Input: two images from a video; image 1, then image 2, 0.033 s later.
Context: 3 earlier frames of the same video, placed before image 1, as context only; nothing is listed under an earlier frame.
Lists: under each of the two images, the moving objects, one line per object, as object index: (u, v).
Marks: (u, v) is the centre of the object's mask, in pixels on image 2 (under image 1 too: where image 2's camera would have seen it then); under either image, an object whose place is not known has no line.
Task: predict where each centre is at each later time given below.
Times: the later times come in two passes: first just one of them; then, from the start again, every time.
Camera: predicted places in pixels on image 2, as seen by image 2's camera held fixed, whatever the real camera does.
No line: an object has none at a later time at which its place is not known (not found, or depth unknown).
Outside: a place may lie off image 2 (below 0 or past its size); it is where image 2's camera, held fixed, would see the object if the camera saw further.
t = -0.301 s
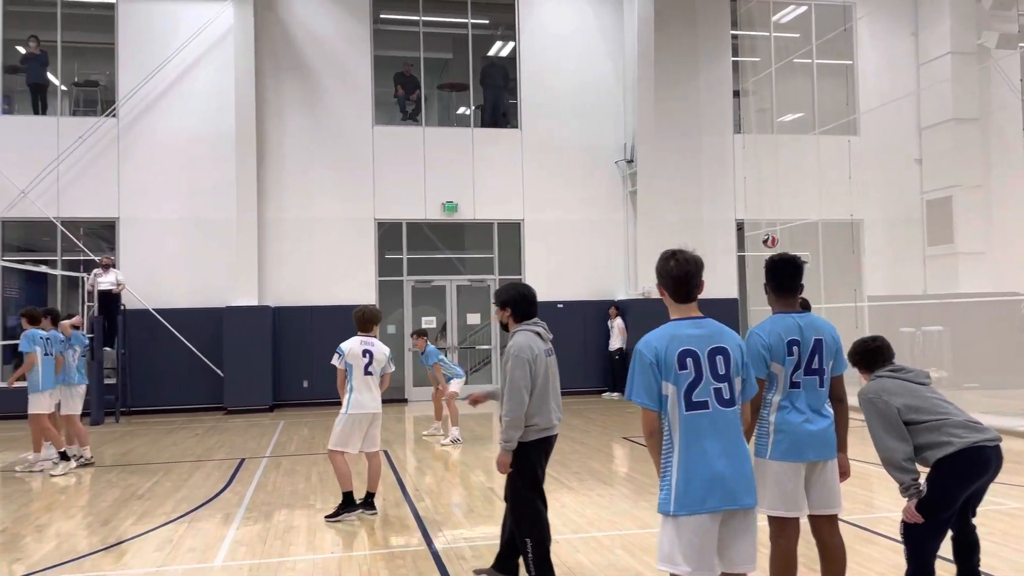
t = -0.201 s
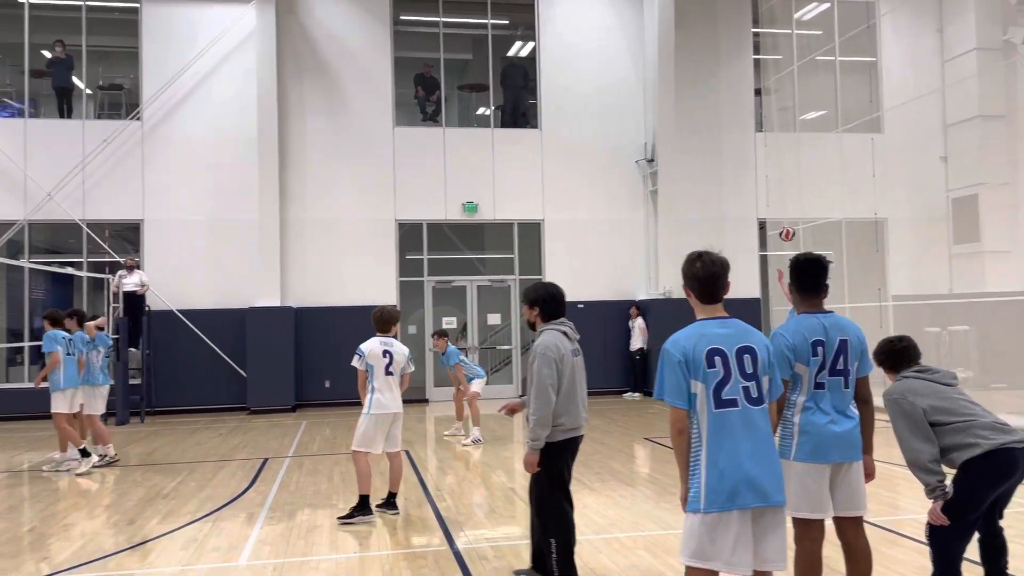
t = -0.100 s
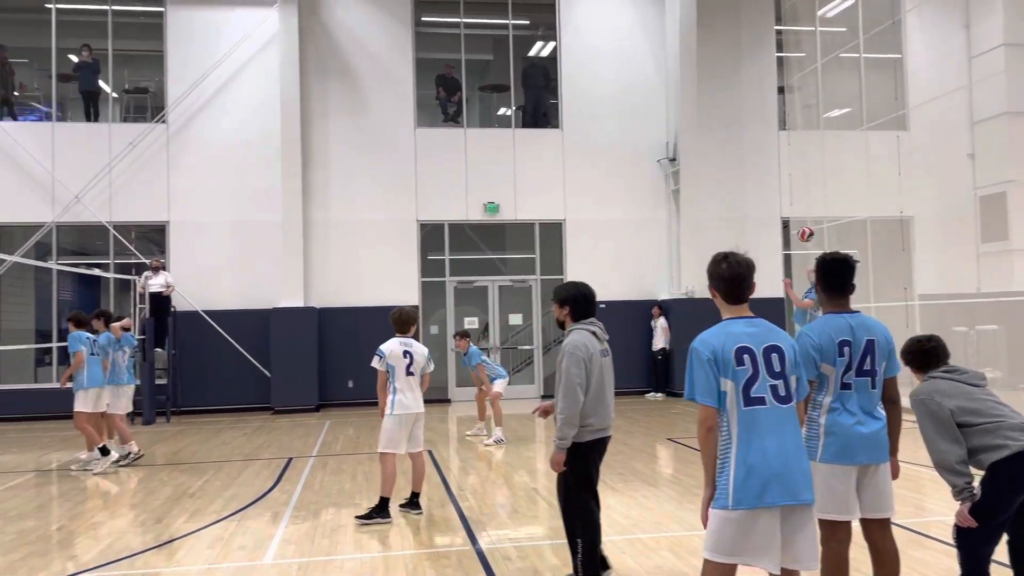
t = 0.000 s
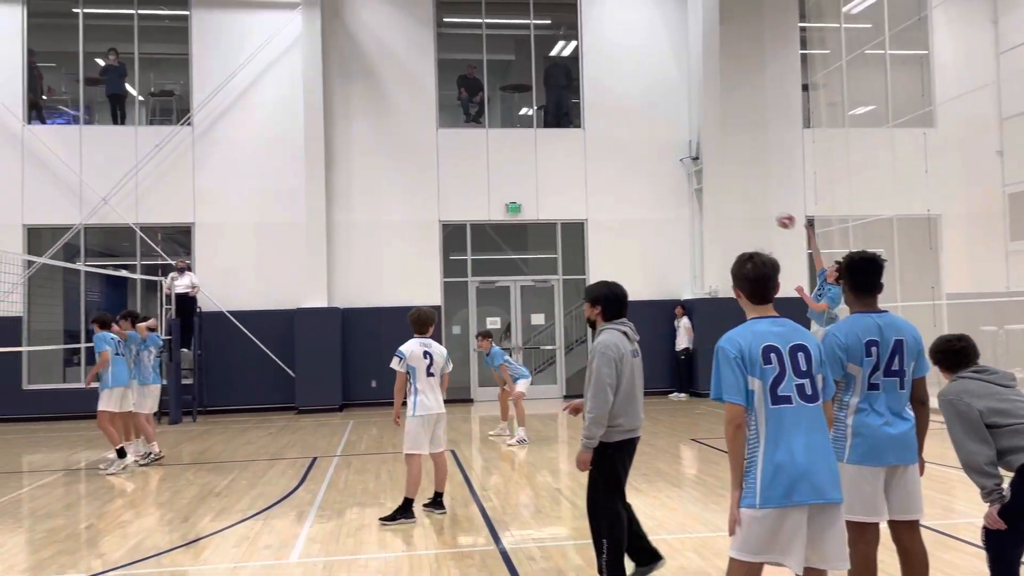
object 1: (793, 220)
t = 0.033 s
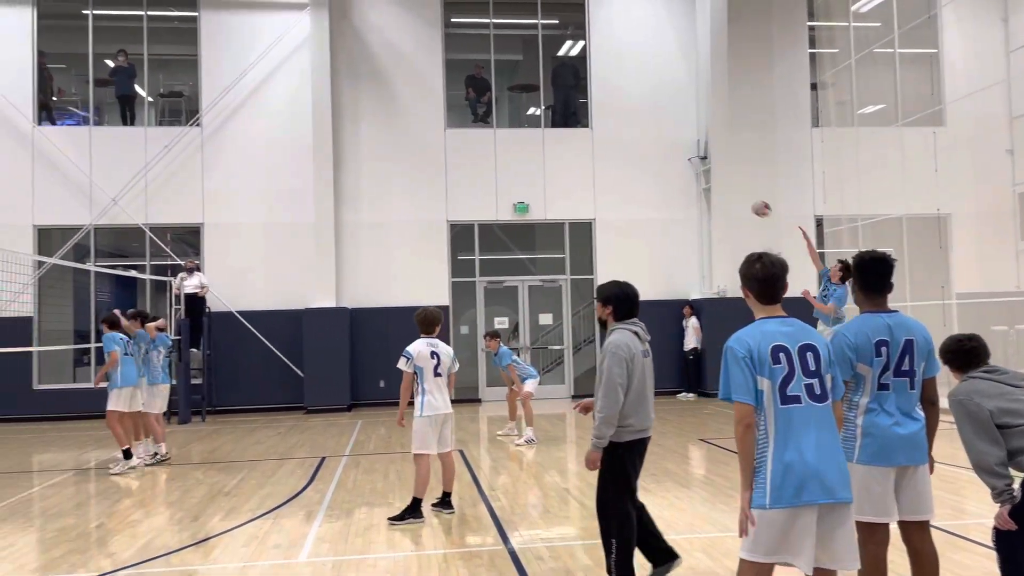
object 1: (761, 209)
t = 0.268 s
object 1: (537, 148)
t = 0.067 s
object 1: (730, 199)
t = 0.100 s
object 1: (697, 189)
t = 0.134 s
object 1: (666, 179)
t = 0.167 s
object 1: (634, 170)
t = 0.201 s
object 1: (602, 162)
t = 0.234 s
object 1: (570, 154)
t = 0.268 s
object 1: (537, 148)
